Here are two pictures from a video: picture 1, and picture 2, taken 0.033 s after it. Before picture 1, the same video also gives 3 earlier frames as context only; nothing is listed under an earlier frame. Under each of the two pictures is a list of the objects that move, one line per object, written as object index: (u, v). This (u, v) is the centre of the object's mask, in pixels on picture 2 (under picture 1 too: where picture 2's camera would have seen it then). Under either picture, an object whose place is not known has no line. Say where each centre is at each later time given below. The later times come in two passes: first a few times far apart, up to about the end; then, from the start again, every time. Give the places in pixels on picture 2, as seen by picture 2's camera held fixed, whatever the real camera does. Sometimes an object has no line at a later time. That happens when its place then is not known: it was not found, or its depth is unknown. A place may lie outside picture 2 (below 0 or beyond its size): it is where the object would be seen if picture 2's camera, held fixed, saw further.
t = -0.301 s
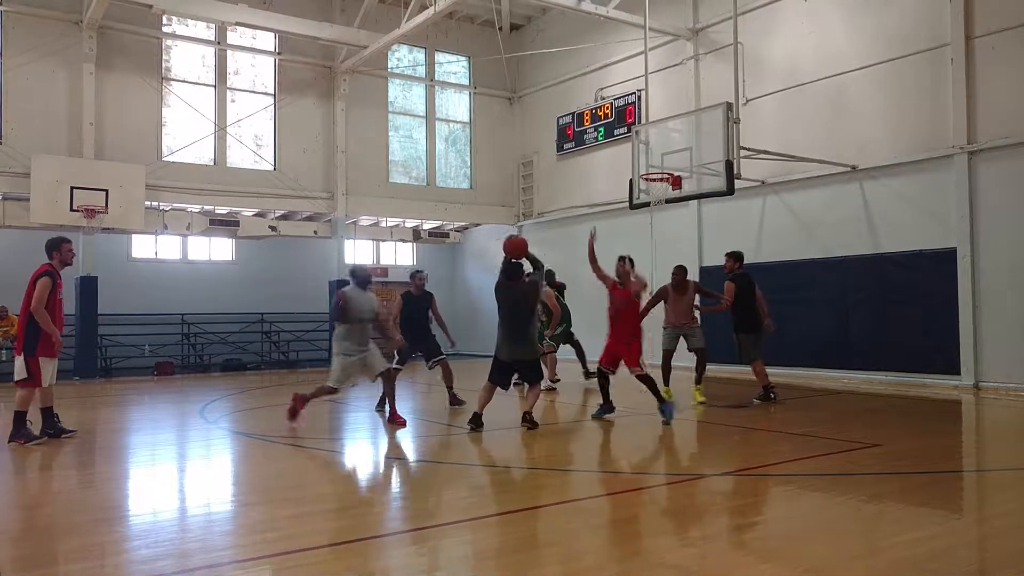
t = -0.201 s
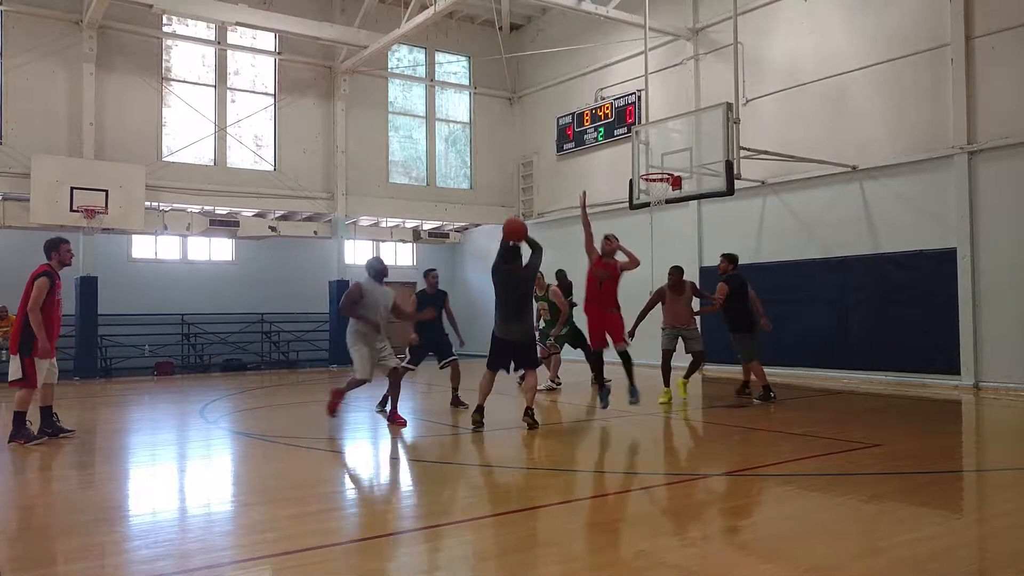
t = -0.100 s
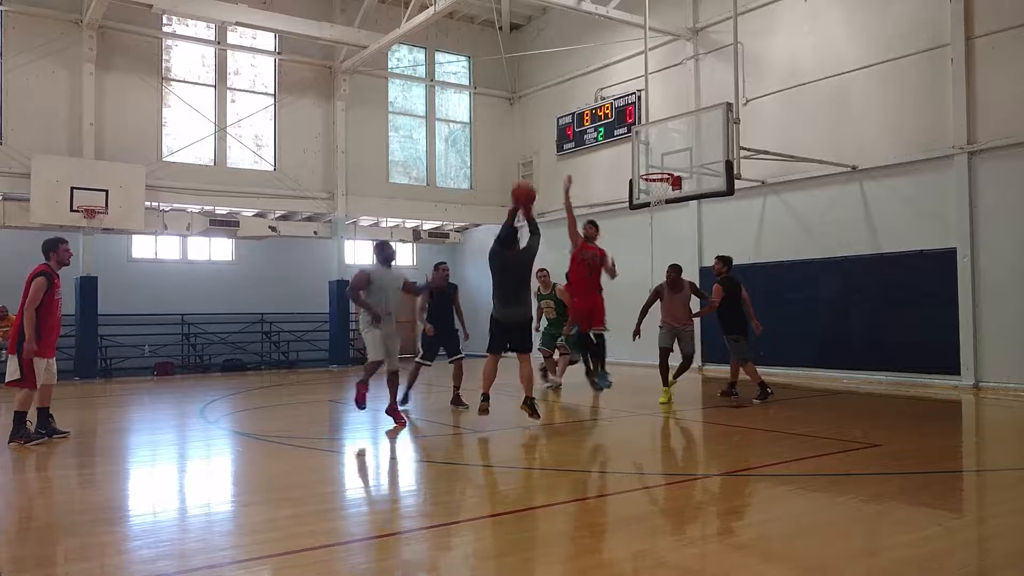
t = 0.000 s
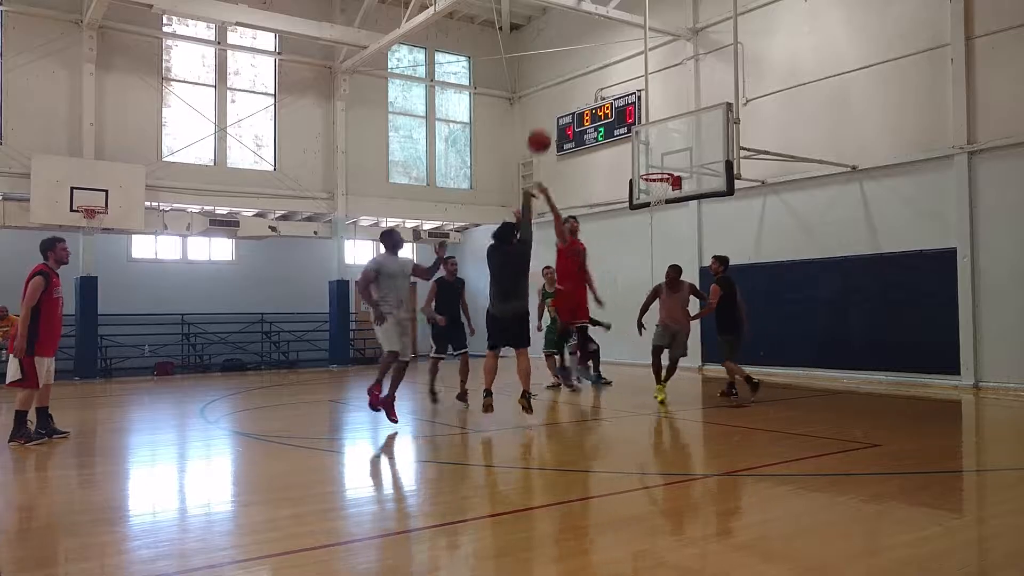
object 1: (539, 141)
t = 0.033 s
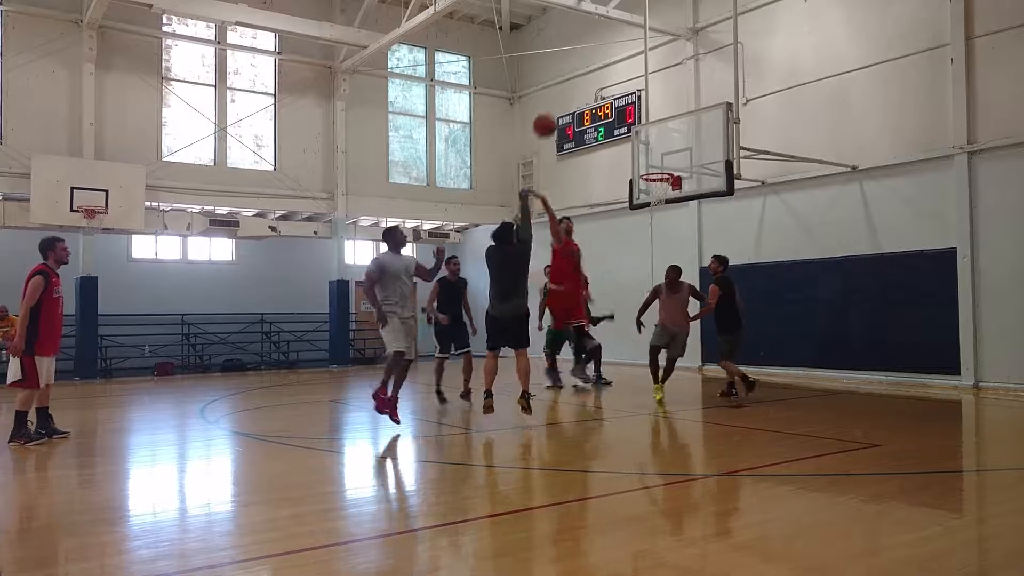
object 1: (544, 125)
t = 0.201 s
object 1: (570, 69)
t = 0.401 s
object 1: (597, 42)
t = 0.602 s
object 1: (619, 50)
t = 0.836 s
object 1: (643, 94)
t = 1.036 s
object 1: (659, 157)
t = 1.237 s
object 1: (634, 158)
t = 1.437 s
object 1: (594, 161)
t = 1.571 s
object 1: (564, 182)
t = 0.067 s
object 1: (550, 111)
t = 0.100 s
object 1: (555, 99)
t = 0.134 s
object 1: (560, 88)
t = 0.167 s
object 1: (565, 78)
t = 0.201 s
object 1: (570, 69)
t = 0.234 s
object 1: (575, 62)
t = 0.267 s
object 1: (579, 56)
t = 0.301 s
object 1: (584, 51)
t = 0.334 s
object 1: (588, 47)
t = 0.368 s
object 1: (593, 44)
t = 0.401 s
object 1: (597, 42)
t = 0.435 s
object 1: (601, 41)
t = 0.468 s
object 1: (604, 41)
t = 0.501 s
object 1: (608, 42)
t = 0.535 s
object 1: (612, 44)
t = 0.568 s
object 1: (615, 46)
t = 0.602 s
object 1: (619, 50)
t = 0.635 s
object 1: (623, 54)
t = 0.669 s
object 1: (626, 59)
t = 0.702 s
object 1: (630, 64)
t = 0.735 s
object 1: (633, 71)
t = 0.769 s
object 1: (636, 78)
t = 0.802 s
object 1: (639, 86)
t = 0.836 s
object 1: (643, 94)
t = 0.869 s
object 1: (645, 103)
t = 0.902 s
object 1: (648, 113)
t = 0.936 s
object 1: (651, 123)
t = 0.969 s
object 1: (654, 134)
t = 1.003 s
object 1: (656, 145)
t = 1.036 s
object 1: (659, 157)
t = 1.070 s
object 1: (661, 169)
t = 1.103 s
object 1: (658, 170)
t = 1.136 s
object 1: (654, 166)
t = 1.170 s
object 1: (647, 162)
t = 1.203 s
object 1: (640, 160)
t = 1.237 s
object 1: (634, 158)
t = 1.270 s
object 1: (628, 156)
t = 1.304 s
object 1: (622, 155)
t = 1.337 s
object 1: (615, 155)
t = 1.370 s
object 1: (608, 157)
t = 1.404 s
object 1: (601, 158)
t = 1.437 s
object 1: (594, 161)
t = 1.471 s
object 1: (587, 165)
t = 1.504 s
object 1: (579, 170)
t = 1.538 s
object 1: (572, 175)
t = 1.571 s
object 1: (564, 182)
